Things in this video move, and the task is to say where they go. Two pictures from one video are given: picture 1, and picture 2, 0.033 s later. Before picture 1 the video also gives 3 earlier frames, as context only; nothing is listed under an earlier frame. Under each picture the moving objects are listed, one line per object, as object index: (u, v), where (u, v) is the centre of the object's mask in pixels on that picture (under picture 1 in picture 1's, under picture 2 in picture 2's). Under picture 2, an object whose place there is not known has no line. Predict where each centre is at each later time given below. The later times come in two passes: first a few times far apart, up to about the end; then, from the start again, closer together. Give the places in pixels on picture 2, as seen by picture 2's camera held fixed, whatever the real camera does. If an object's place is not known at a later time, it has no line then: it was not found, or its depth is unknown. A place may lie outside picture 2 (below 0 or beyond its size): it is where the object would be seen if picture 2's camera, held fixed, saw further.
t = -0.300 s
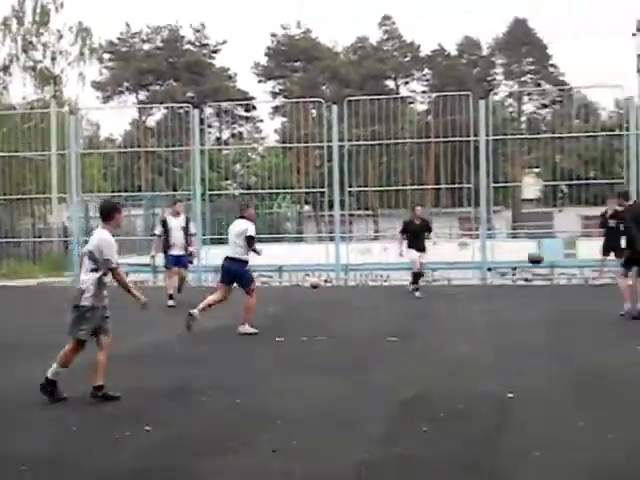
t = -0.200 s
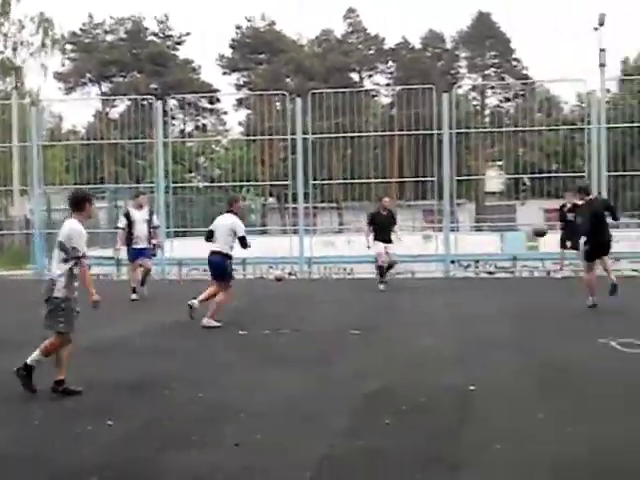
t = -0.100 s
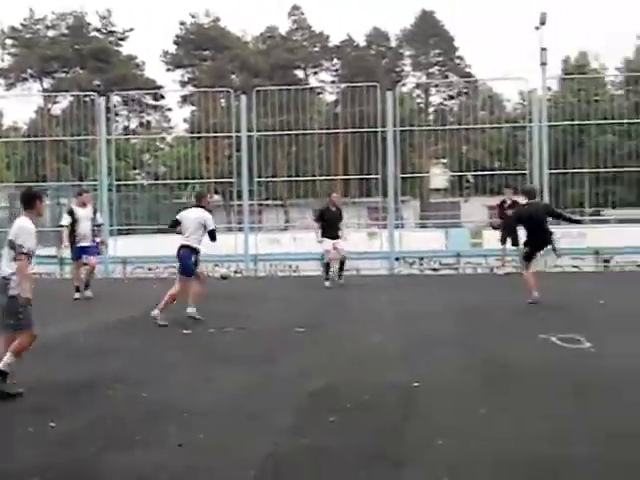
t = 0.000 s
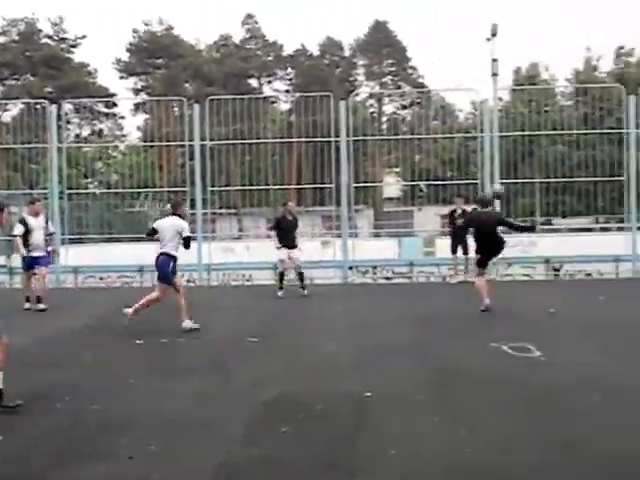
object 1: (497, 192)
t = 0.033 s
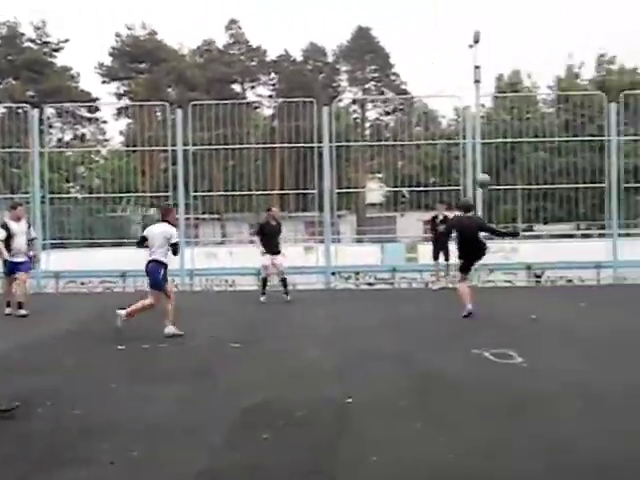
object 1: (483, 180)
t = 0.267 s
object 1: (513, 80)
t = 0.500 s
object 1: (547, 13)
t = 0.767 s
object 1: (591, -18)
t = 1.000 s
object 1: (630, -3)
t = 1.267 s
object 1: (676, 62)
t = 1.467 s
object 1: (711, 146)
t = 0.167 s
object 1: (499, 117)
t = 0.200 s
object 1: (504, 105)
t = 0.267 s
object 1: (513, 80)
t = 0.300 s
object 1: (517, 68)
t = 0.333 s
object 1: (522, 57)
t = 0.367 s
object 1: (527, 47)
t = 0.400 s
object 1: (532, 37)
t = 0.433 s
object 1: (537, 28)
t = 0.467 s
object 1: (543, 20)
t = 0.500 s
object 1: (547, 13)
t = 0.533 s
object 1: (552, 6)
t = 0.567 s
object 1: (558, 0)
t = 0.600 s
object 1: (563, -5)
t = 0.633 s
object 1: (569, -9)
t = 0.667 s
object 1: (574, -12)
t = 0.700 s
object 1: (580, -15)
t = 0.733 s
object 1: (585, -17)
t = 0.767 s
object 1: (591, -18)
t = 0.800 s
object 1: (597, -18)
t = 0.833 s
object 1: (602, -18)
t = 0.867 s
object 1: (608, -17)
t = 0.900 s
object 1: (614, -14)
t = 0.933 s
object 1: (619, -12)
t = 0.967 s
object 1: (625, -8)
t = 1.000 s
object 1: (630, -3)
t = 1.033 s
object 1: (637, 2)
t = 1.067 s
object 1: (642, 8)
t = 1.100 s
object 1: (647, 15)
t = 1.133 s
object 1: (654, 23)
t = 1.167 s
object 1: (659, 32)
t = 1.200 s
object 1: (665, 41)
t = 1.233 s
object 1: (670, 51)
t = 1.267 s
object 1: (676, 62)
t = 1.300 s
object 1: (683, 74)
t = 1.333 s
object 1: (688, 87)
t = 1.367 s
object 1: (693, 101)
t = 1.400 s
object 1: (699, 116)
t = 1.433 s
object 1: (704, 131)
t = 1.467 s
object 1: (711, 146)
